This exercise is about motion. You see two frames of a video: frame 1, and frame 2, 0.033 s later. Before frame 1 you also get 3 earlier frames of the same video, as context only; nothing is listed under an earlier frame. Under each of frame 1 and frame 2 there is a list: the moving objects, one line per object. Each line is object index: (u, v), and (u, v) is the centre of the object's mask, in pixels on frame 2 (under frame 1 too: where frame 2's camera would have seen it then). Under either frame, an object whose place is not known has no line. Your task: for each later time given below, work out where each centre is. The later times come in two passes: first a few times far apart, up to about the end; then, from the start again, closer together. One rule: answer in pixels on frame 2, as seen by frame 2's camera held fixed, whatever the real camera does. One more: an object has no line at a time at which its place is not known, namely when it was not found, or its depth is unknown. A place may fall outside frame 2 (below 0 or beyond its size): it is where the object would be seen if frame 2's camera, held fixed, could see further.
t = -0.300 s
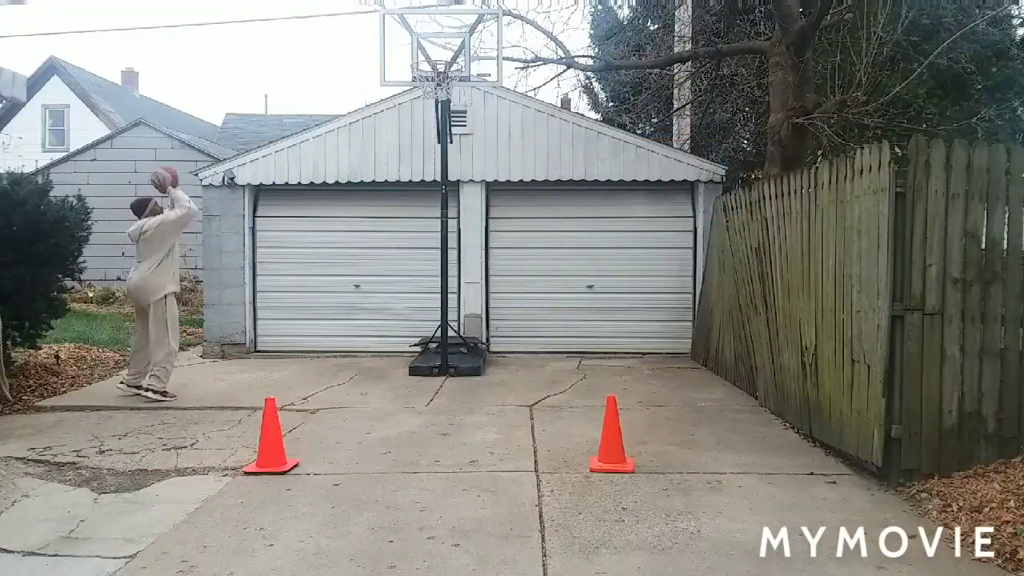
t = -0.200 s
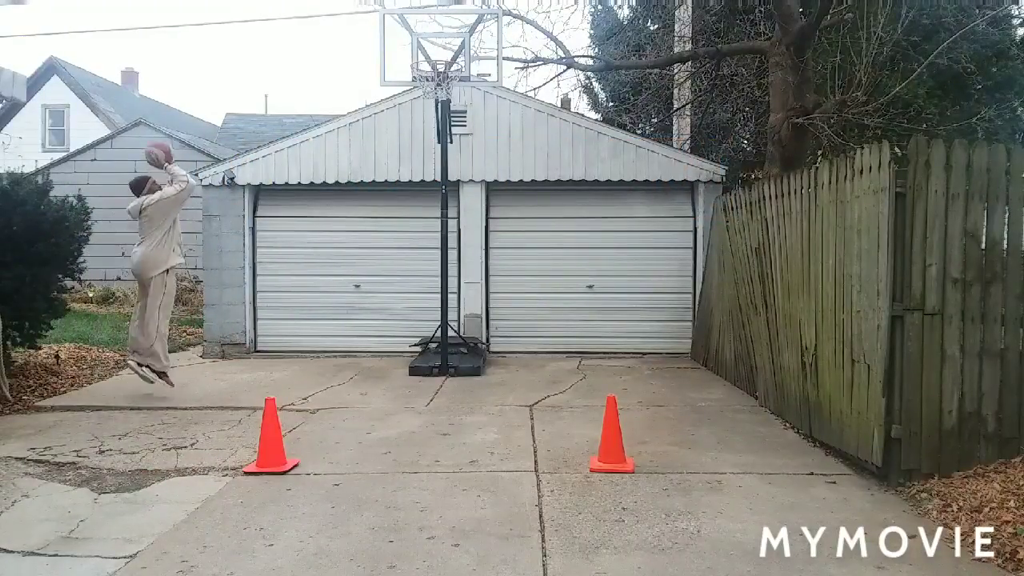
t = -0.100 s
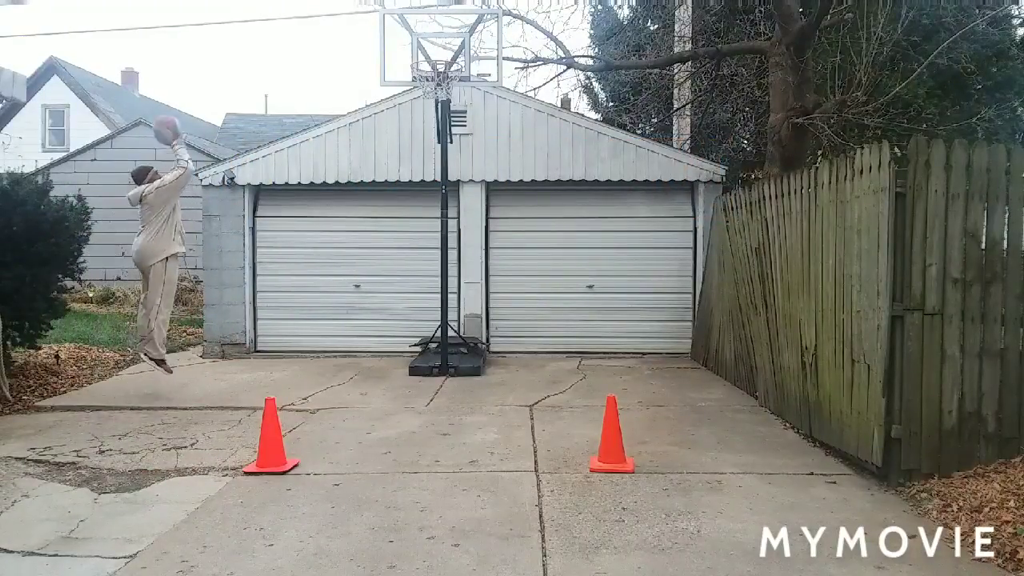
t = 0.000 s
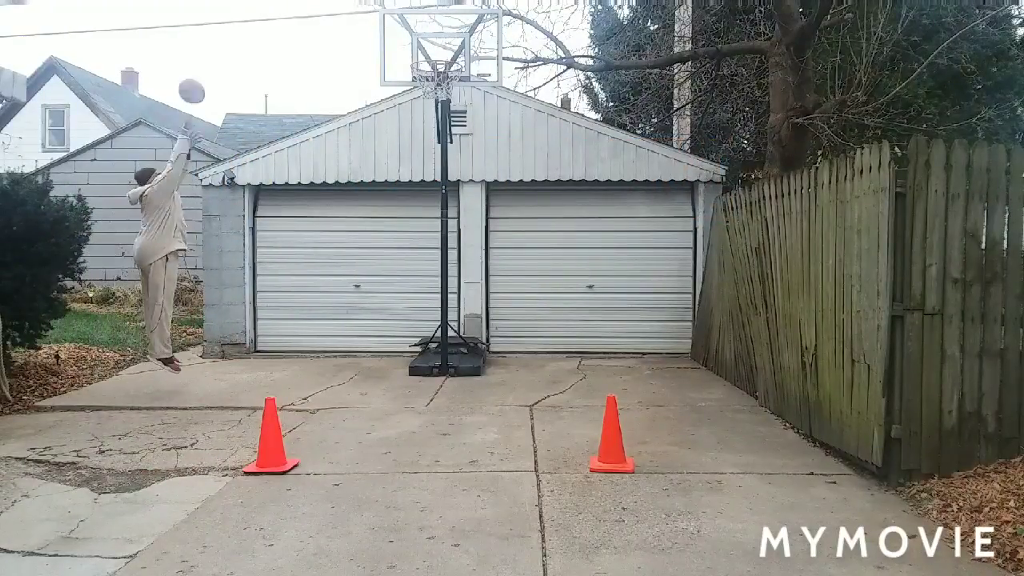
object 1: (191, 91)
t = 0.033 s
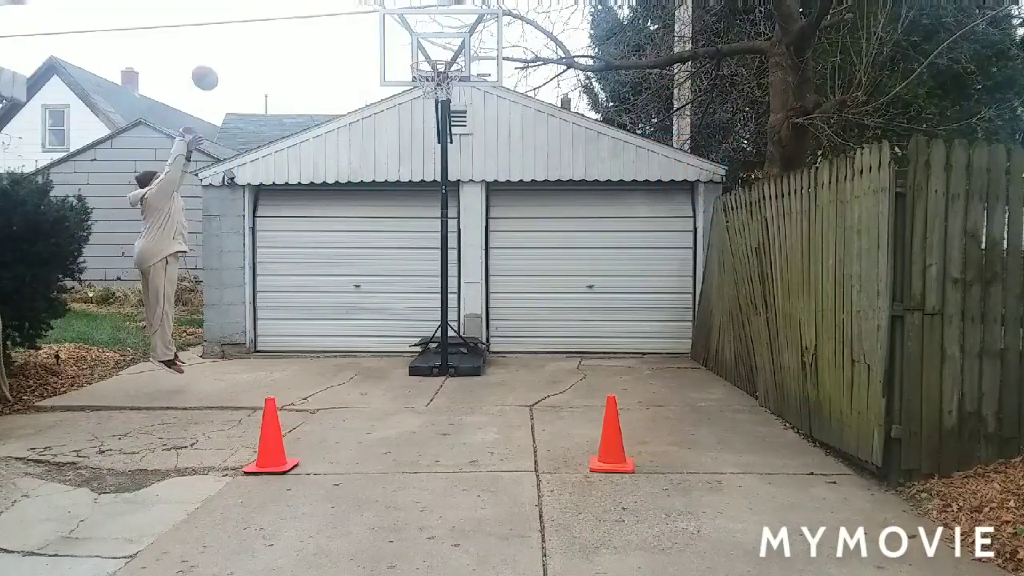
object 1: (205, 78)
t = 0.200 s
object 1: (268, 31)
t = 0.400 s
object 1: (342, 15)
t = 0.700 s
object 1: (448, 70)
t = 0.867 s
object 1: (439, 97)
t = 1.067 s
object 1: (409, 144)
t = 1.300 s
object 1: (374, 247)
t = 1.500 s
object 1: (345, 377)
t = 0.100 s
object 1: (230, 55)
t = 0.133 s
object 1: (243, 46)
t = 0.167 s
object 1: (256, 38)
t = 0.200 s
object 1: (268, 31)
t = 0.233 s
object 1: (281, 25)
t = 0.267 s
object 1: (293, 21)
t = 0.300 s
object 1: (305, 18)
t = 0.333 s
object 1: (318, 15)
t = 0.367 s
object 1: (330, 14)
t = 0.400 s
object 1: (342, 15)
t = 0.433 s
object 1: (354, 18)
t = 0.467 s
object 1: (366, 20)
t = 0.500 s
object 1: (378, 25)
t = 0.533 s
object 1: (390, 29)
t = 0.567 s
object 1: (401, 36)
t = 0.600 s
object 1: (412, 43)
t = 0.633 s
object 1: (424, 50)
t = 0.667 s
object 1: (435, 59)
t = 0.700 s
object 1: (448, 70)
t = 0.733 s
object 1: (453, 81)
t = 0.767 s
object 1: (454, 88)
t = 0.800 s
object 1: (449, 90)
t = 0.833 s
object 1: (444, 93)
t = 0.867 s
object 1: (439, 97)
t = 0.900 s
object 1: (434, 103)
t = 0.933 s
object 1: (429, 108)
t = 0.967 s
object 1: (423, 115)
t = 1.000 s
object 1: (418, 124)
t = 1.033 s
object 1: (414, 134)
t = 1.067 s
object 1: (409, 144)
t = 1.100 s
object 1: (404, 155)
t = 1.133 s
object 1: (399, 168)
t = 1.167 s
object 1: (393, 181)
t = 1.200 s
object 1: (388, 195)
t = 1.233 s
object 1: (384, 211)
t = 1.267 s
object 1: (379, 229)
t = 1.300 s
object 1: (374, 247)
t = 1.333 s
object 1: (369, 266)
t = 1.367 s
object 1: (364, 286)
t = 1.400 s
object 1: (359, 306)
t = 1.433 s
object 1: (354, 329)
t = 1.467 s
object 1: (349, 354)
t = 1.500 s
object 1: (345, 377)
